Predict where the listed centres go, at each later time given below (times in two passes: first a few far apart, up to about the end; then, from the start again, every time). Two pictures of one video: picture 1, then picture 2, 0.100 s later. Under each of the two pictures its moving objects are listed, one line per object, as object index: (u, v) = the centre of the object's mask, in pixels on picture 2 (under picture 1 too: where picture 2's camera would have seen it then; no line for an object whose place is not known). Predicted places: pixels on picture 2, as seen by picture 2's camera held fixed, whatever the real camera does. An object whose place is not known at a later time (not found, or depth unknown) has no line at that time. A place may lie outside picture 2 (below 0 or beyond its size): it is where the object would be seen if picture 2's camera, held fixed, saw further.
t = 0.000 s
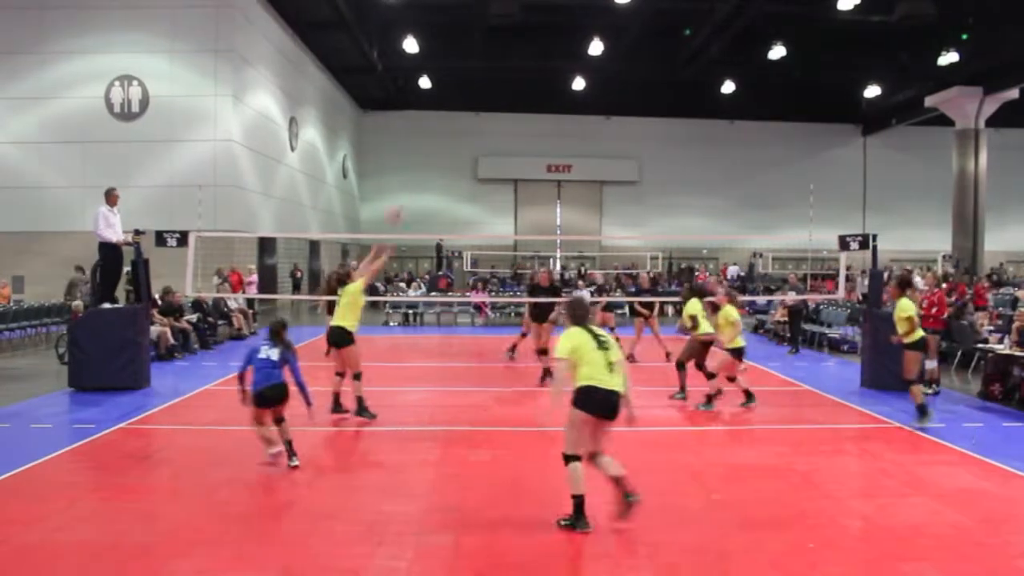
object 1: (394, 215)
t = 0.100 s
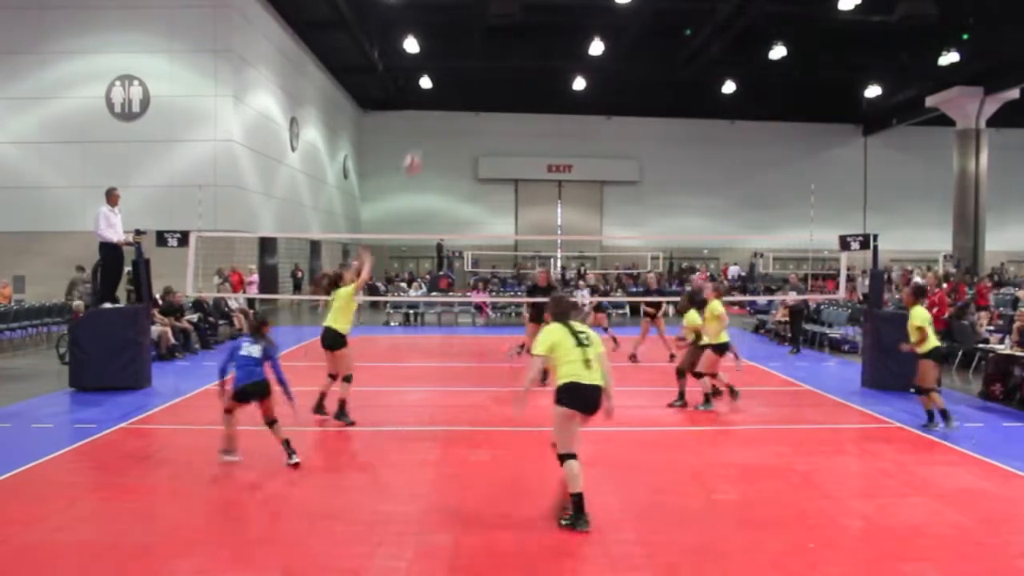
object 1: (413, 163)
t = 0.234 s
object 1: (436, 113)
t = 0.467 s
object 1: (475, 63)
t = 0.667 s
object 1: (507, 54)
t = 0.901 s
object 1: (544, 85)
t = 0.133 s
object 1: (418, 149)
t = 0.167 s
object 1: (425, 136)
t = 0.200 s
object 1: (430, 125)
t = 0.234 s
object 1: (436, 113)
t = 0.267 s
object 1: (442, 102)
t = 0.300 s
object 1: (448, 94)
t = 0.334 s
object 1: (453, 86)
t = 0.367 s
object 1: (458, 79)
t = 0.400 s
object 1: (464, 72)
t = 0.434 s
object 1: (469, 67)
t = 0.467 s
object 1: (475, 63)
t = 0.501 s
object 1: (481, 59)
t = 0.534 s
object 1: (486, 56)
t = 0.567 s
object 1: (491, 54)
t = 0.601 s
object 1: (497, 53)
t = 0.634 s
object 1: (502, 53)
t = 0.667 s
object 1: (507, 54)
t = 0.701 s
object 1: (512, 56)
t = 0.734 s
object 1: (518, 58)
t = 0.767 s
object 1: (523, 62)
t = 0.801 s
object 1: (529, 66)
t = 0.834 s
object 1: (534, 71)
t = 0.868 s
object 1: (539, 77)
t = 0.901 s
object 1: (544, 85)
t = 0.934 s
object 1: (549, 92)
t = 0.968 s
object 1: (554, 101)
